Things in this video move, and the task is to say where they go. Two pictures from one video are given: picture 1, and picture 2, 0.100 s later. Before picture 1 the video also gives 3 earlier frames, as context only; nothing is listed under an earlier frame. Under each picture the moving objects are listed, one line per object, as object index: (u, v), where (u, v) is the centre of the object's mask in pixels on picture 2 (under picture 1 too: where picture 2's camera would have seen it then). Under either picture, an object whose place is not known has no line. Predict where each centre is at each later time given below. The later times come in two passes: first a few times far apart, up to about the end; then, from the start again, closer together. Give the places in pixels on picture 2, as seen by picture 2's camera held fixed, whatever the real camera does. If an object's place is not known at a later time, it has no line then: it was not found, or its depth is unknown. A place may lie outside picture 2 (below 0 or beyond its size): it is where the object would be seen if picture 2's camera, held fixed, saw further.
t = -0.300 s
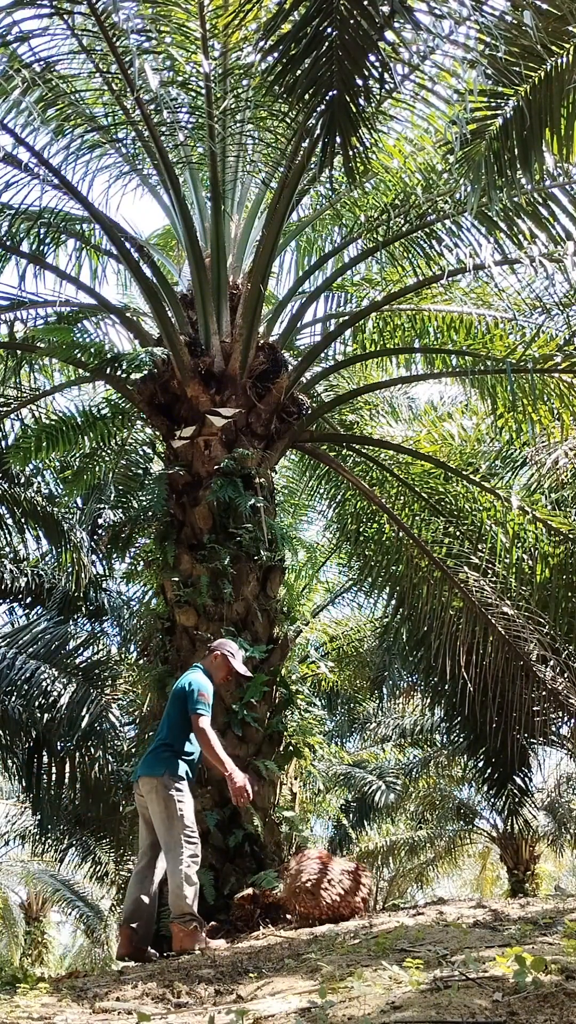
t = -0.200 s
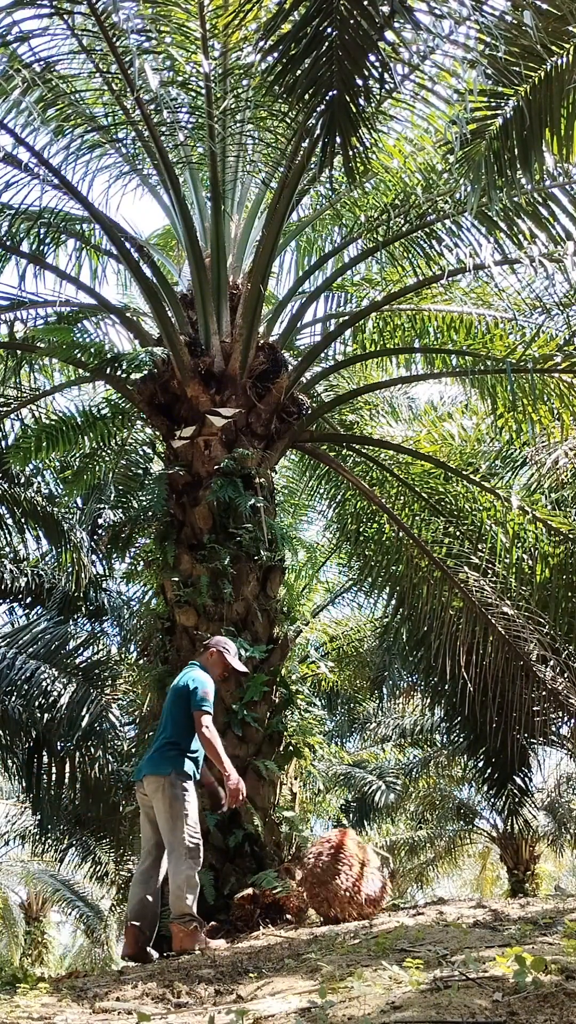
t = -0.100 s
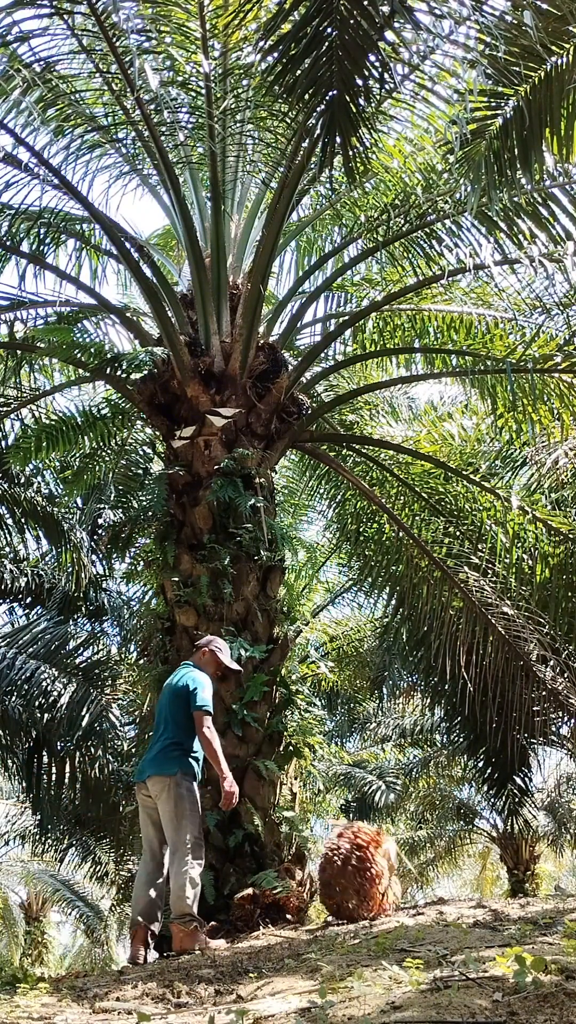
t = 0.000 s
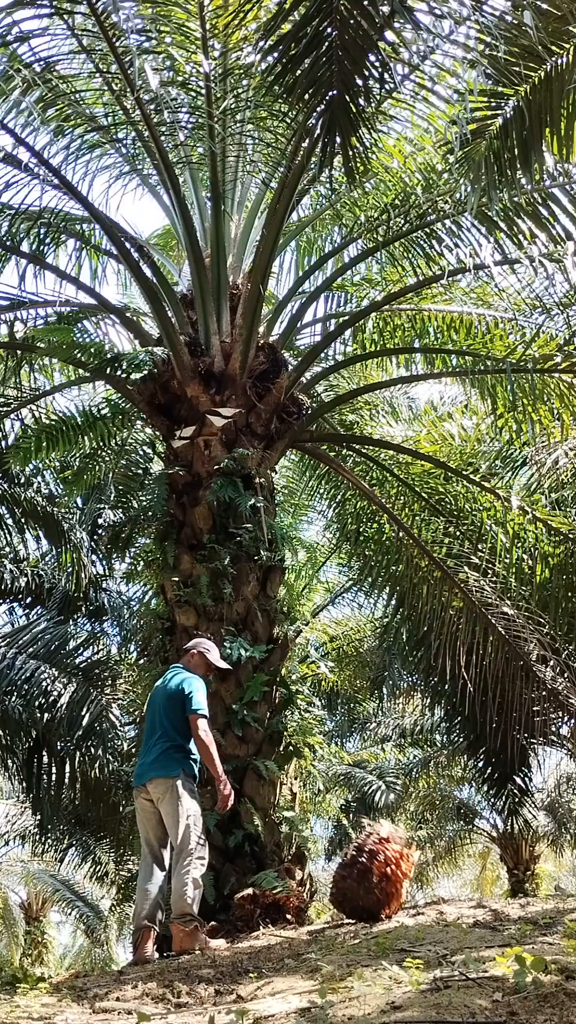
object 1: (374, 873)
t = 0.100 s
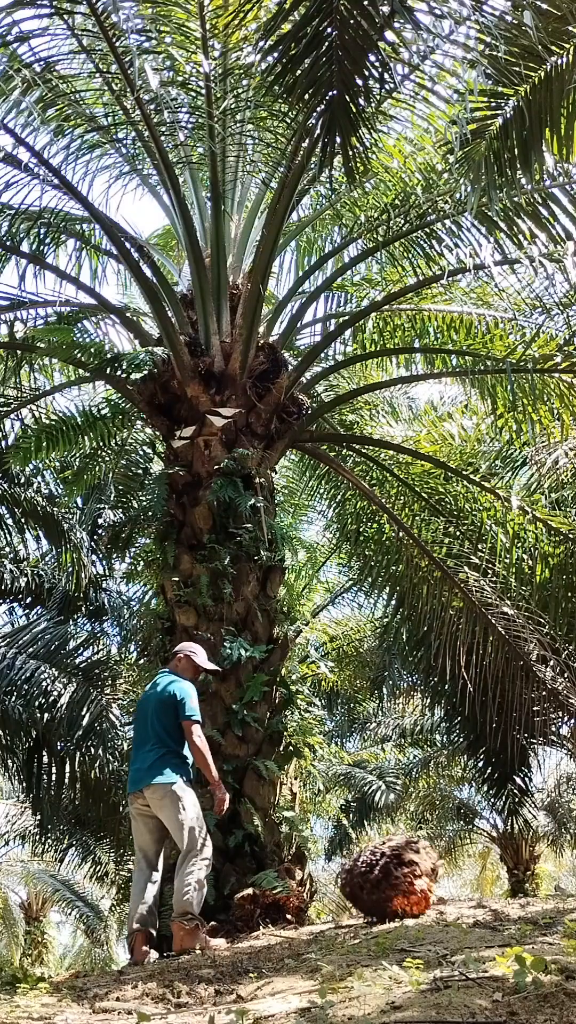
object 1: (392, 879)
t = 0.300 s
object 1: (413, 869)
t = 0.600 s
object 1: (434, 877)
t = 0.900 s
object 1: (442, 872)
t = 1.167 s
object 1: (440, 866)
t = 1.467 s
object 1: (428, 876)
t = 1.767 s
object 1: (435, 875)
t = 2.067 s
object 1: (460, 880)
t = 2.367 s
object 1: (459, 881)
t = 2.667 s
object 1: (459, 881)
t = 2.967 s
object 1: (459, 881)
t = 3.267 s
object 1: (459, 881)
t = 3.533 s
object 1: (459, 881)
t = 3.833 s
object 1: (459, 881)
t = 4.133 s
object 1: (459, 881)
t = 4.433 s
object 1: (459, 881)
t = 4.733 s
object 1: (459, 881)
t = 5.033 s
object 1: (459, 881)
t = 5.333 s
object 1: (459, 881)
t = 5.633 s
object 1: (459, 881)
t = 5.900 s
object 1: (459, 881)
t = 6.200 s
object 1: (459, 881)
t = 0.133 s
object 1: (396, 877)
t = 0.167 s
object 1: (400, 874)
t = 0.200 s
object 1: (404, 872)
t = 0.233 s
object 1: (407, 870)
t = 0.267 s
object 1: (410, 869)
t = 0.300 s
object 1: (413, 869)
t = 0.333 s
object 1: (416, 868)
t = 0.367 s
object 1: (418, 868)
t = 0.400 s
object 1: (420, 869)
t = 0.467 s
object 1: (424, 870)
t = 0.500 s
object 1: (426, 870)
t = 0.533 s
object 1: (429, 871)
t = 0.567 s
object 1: (431, 873)
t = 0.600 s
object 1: (434, 877)
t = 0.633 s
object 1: (435, 882)
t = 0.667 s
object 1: (436, 884)
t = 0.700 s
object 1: (437, 880)
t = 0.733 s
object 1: (438, 878)
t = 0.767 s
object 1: (440, 876)
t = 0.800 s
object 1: (441, 875)
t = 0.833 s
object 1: (442, 874)
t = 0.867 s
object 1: (442, 873)
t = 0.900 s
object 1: (442, 872)
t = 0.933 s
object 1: (442, 871)
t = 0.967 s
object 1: (441, 869)
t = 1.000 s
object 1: (441, 869)
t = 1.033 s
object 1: (441, 868)
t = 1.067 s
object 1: (441, 868)
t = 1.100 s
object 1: (441, 867)
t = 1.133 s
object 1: (440, 867)
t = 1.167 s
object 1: (440, 866)
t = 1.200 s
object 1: (439, 866)
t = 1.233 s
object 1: (438, 866)
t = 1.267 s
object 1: (436, 866)
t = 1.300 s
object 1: (435, 866)
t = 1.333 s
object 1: (434, 867)
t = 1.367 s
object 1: (432, 868)
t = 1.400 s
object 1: (431, 870)
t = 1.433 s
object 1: (429, 872)
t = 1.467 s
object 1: (428, 876)
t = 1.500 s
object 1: (427, 877)
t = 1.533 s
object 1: (426, 876)
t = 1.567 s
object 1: (426, 876)
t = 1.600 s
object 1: (426, 876)
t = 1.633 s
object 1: (428, 875)
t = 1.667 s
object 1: (429, 875)
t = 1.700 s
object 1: (431, 875)
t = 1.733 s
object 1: (433, 875)
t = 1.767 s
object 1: (435, 875)
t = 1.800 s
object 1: (437, 876)
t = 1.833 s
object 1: (439, 877)
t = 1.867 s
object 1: (441, 878)
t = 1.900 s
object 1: (445, 878)
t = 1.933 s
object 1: (448, 879)
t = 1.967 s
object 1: (452, 880)
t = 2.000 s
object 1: (456, 880)
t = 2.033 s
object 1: (459, 880)
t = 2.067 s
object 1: (460, 880)
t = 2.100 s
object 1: (460, 880)
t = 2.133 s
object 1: (459, 880)
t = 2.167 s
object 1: (459, 880)
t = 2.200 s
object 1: (458, 881)
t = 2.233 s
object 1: (459, 881)
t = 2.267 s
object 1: (459, 881)
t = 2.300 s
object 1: (459, 881)
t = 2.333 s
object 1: (459, 881)
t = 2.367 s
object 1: (459, 881)
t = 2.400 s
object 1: (459, 881)
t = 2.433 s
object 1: (459, 880)
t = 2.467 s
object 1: (459, 881)
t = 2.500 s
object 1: (459, 881)
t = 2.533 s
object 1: (459, 881)
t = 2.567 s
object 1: (459, 881)
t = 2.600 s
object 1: (459, 881)
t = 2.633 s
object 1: (459, 881)
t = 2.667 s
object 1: (459, 881)
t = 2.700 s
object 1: (459, 881)
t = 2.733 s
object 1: (459, 881)
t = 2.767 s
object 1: (459, 881)
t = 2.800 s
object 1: (459, 881)
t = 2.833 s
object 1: (459, 881)
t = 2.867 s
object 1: (459, 881)
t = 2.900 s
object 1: (459, 881)
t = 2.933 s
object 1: (459, 881)
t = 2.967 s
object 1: (459, 881)
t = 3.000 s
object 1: (459, 881)
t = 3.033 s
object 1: (459, 881)
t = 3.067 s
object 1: (459, 881)
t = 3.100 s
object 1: (459, 881)
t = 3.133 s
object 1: (459, 881)
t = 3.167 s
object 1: (459, 881)
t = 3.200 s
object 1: (459, 881)
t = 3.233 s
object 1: (459, 881)
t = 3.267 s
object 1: (459, 881)
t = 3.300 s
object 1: (459, 881)
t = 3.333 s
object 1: (459, 881)
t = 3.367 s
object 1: (459, 881)
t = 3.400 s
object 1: (459, 881)
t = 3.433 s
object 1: (459, 881)
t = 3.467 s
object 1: (459, 880)
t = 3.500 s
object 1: (459, 881)
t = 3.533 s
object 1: (459, 881)
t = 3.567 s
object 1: (459, 881)
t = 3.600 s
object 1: (459, 881)
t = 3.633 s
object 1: (459, 881)
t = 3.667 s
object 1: (459, 881)
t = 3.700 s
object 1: (459, 881)
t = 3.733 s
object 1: (459, 881)
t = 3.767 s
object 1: (459, 881)
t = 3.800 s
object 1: (459, 881)
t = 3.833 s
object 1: (459, 881)
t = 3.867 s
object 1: (459, 881)
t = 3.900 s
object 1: (459, 881)
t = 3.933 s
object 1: (459, 881)
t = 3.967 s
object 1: (459, 881)
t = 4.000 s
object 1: (459, 881)
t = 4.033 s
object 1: (459, 881)
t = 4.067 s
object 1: (459, 881)
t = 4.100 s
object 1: (459, 881)
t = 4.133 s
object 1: (459, 881)
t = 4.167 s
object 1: (459, 881)
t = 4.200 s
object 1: (459, 881)
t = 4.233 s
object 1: (459, 881)
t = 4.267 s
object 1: (459, 881)
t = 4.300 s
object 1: (459, 881)
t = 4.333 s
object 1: (459, 881)
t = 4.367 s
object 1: (459, 881)
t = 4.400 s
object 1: (459, 881)
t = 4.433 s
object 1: (459, 881)
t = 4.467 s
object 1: (459, 881)
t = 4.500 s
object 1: (459, 881)
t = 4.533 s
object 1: (459, 881)
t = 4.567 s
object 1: (459, 881)
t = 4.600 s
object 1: (459, 881)
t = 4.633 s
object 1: (459, 881)
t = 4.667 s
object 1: (459, 881)
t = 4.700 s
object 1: (459, 881)
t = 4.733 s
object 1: (459, 881)
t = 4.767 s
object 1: (459, 881)
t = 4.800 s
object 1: (459, 881)
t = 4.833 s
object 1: (459, 881)
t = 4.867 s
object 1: (459, 881)
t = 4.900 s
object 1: (459, 881)
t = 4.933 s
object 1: (459, 881)
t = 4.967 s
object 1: (459, 881)
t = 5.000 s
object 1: (459, 881)
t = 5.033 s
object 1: (459, 881)
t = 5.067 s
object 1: (459, 881)
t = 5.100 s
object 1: (459, 881)
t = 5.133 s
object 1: (459, 881)
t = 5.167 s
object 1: (459, 881)
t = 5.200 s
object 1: (459, 881)
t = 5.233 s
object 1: (459, 881)
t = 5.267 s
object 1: (459, 880)
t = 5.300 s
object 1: (459, 881)
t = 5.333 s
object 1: (459, 881)
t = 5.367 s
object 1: (459, 881)
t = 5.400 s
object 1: (459, 881)
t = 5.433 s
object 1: (459, 881)
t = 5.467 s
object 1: (459, 881)
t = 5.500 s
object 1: (459, 881)
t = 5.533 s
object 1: (459, 880)
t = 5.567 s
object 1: (459, 881)
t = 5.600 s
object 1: (459, 881)
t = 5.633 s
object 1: (459, 881)
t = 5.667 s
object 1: (459, 881)
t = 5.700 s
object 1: (459, 881)
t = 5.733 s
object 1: (459, 881)
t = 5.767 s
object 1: (459, 881)
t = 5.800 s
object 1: (459, 881)
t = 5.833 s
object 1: (459, 881)
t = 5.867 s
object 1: (459, 881)
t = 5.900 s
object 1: (459, 881)
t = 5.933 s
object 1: (459, 881)
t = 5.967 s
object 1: (459, 881)
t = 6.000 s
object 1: (459, 881)
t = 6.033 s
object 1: (459, 881)
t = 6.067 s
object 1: (459, 881)
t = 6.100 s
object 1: (459, 881)
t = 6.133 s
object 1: (459, 881)
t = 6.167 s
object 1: (459, 881)
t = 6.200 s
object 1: (459, 881)
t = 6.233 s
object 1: (459, 881)
